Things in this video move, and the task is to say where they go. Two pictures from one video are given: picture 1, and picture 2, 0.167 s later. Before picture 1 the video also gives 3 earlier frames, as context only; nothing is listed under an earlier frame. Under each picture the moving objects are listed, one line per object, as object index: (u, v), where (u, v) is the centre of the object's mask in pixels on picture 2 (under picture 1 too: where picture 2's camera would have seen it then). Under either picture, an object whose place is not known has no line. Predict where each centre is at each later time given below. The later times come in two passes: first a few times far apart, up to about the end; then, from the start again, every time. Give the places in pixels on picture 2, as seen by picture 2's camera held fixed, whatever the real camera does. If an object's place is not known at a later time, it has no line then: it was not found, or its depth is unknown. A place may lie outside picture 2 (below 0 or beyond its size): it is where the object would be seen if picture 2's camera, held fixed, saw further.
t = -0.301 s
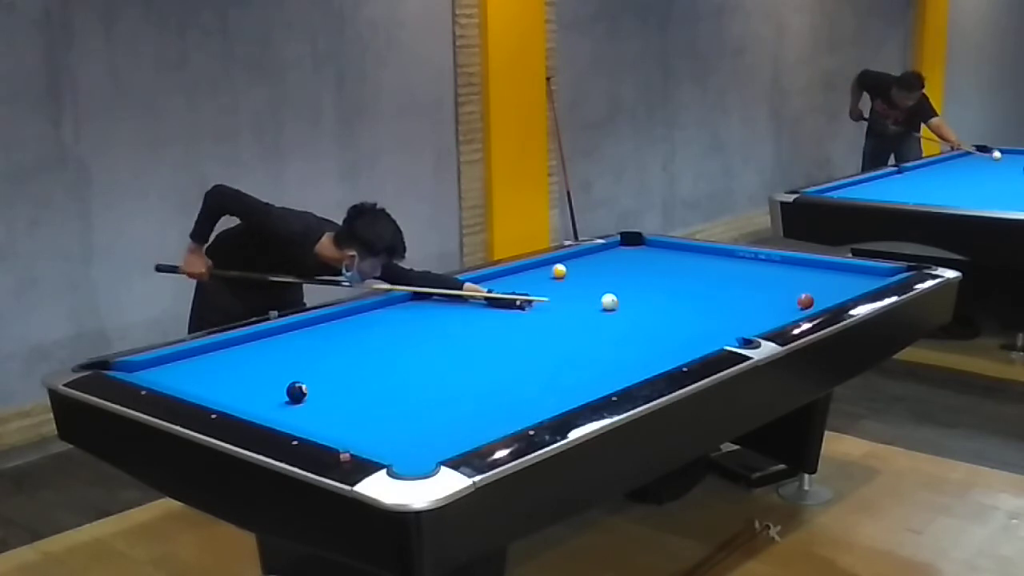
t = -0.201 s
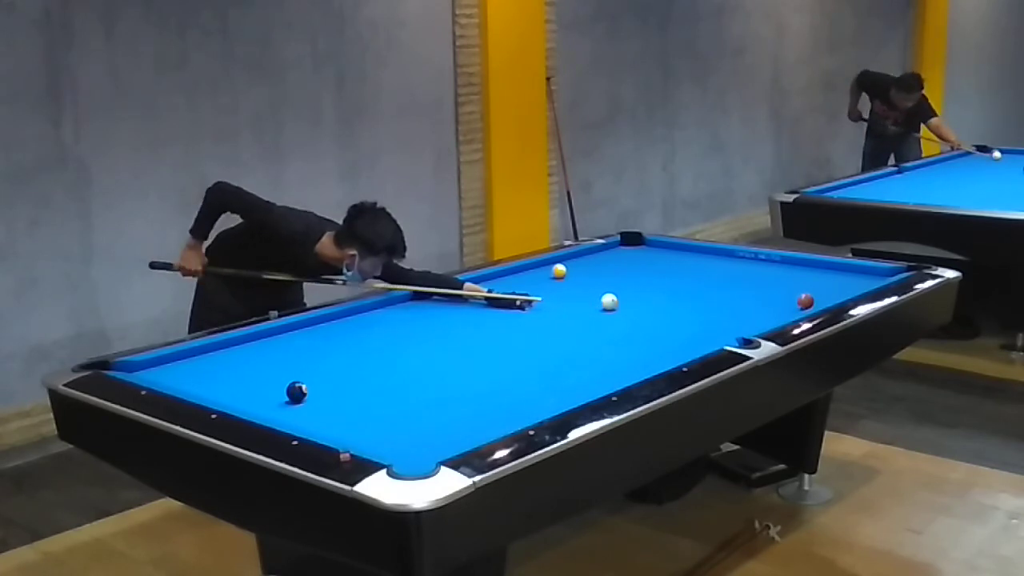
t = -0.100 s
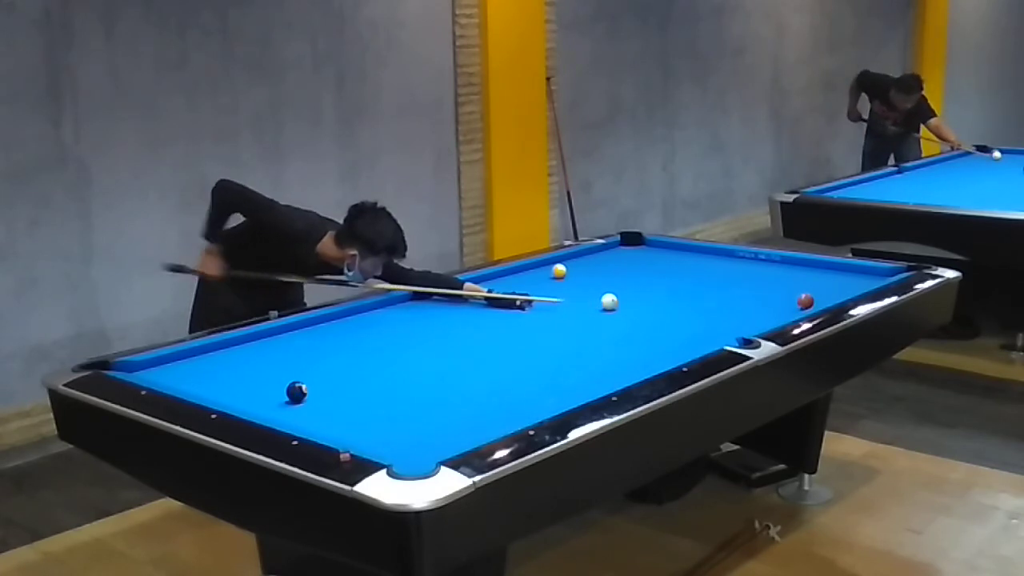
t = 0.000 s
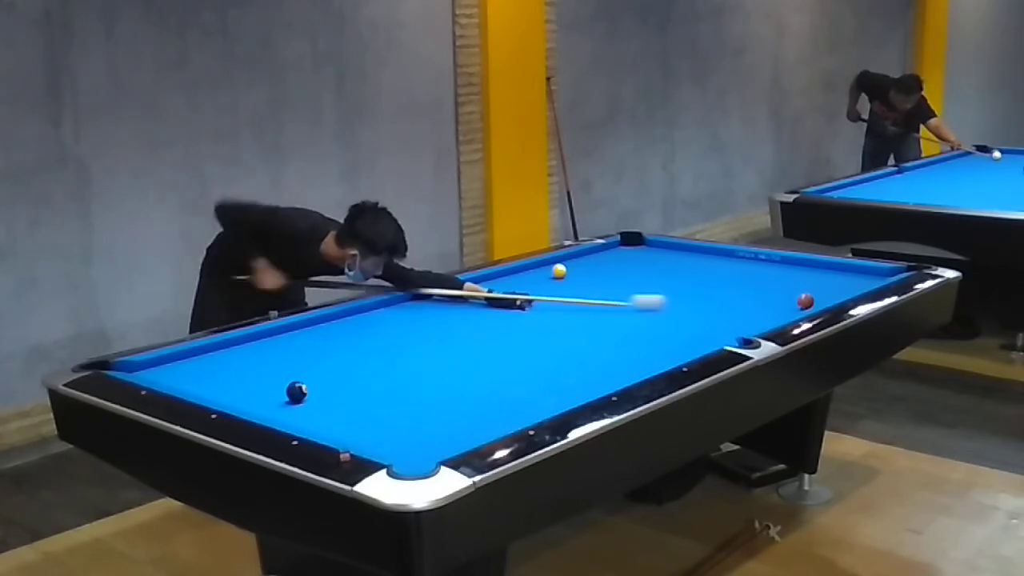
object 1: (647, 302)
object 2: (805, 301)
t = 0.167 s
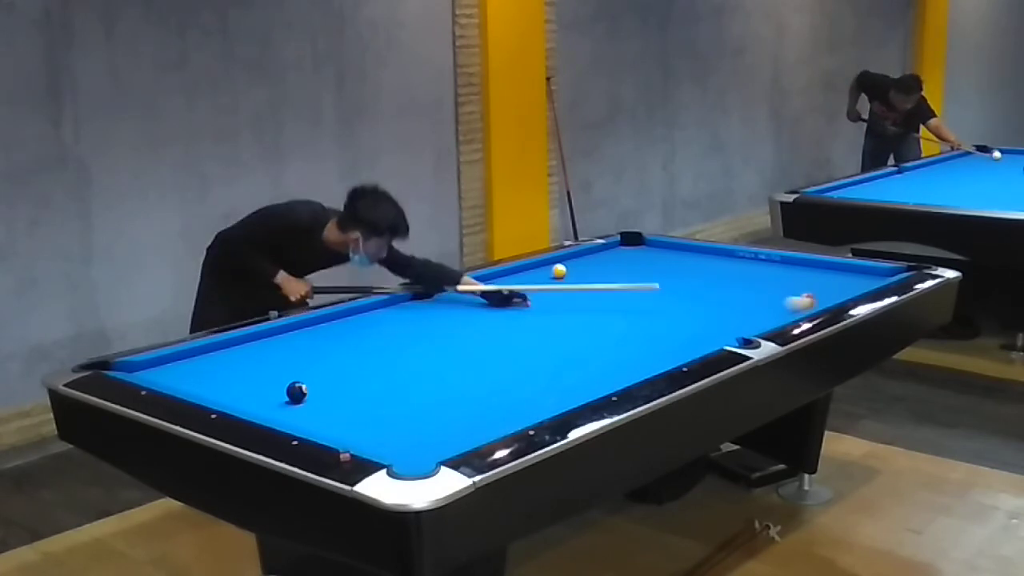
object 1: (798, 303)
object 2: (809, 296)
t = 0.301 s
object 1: (756, 302)
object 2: (828, 292)
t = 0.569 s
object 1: (655, 296)
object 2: (859, 279)
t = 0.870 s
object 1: (554, 289)
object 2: (872, 274)
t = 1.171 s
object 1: (463, 283)
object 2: (856, 280)
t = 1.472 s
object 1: (493, 291)
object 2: (840, 286)
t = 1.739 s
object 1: (518, 298)
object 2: (826, 292)
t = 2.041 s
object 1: (547, 305)
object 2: (811, 298)
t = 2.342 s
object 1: (575, 312)
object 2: (796, 304)
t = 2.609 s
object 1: (602, 319)
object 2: (783, 309)
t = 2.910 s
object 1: (631, 327)
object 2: (768, 314)
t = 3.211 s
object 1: (660, 334)
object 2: (754, 319)
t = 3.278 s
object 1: (667, 336)
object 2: (750, 320)
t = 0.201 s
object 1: (804, 304)
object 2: (814, 295)
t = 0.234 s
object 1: (787, 304)
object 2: (818, 296)
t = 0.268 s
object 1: (771, 303)
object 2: (823, 294)
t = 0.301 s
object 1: (756, 302)
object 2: (828, 292)
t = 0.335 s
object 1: (742, 301)
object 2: (832, 290)
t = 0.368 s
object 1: (728, 300)
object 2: (836, 289)
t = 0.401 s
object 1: (715, 299)
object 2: (840, 287)
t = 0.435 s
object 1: (703, 299)
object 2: (844, 285)
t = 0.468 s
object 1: (691, 298)
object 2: (848, 284)
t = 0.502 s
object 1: (679, 297)
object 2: (852, 282)
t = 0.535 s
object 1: (667, 296)
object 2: (855, 280)
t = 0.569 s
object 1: (655, 296)
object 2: (859, 279)
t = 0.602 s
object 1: (643, 295)
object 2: (862, 278)
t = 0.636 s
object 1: (631, 294)
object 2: (866, 276)
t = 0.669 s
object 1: (621, 293)
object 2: (869, 275)
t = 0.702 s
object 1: (609, 293)
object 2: (874, 273)
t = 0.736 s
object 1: (598, 292)
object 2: (877, 272)
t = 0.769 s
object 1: (587, 291)
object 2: (878, 272)
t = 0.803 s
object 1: (576, 290)
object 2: (876, 273)
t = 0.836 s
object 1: (565, 290)
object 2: (874, 273)
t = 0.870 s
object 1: (554, 289)
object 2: (872, 274)
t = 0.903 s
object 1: (543, 288)
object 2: (870, 275)
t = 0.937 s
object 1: (533, 288)
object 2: (868, 275)
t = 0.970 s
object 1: (522, 287)
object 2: (866, 276)
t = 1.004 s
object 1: (512, 287)
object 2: (865, 276)
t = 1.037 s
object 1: (502, 286)
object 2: (863, 277)
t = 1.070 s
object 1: (491, 285)
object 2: (861, 278)
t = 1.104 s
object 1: (482, 284)
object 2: (859, 279)
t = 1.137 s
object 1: (471, 284)
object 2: (857, 279)
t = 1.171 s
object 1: (463, 283)
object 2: (856, 280)
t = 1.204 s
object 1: (466, 284)
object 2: (854, 281)
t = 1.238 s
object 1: (470, 285)
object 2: (852, 282)
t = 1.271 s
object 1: (475, 286)
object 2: (851, 282)
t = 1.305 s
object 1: (478, 287)
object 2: (849, 283)
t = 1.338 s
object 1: (481, 288)
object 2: (847, 284)
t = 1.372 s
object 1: (484, 289)
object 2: (845, 284)
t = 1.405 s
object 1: (487, 290)
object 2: (844, 285)
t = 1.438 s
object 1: (490, 290)
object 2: (842, 286)
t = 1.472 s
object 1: (493, 291)
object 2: (840, 286)
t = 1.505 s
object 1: (496, 292)
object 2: (838, 287)
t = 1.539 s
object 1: (499, 293)
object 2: (836, 288)
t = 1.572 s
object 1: (503, 294)
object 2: (835, 289)
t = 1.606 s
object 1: (506, 295)
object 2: (833, 290)
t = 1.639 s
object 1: (509, 295)
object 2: (832, 290)
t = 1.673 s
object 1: (512, 296)
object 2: (830, 291)
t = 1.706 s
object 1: (515, 297)
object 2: (828, 291)
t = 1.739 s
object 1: (518, 298)
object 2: (826, 292)
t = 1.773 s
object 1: (521, 299)
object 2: (825, 293)
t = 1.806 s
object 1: (524, 299)
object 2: (823, 294)
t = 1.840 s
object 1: (527, 300)
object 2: (821, 294)
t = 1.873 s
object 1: (531, 301)
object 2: (819, 295)
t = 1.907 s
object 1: (534, 302)
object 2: (818, 296)
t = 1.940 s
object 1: (537, 303)
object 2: (816, 296)
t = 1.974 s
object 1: (540, 303)
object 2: (814, 296)
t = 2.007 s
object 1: (543, 304)
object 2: (812, 297)
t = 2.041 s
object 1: (547, 305)
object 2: (811, 298)
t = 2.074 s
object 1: (550, 306)
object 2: (809, 299)
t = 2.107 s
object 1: (553, 307)
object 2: (808, 299)
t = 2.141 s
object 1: (556, 307)
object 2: (806, 300)
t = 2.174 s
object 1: (559, 308)
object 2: (804, 300)
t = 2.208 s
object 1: (562, 309)
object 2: (802, 301)
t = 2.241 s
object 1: (566, 310)
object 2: (801, 302)
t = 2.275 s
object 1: (569, 311)
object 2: (799, 303)
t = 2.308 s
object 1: (572, 312)
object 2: (798, 303)
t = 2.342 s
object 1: (575, 312)
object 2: (796, 304)
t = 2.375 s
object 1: (579, 313)
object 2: (794, 304)
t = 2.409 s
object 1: (582, 314)
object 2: (793, 305)
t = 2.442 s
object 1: (585, 315)
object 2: (791, 305)
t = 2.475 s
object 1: (588, 316)
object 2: (789, 306)
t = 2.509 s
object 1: (592, 317)
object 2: (788, 307)
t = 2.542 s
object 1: (595, 318)
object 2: (786, 308)
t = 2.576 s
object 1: (598, 318)
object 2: (785, 308)
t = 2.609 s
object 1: (602, 319)
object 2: (783, 309)
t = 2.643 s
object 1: (605, 320)
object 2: (781, 309)
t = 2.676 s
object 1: (608, 321)
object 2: (780, 310)
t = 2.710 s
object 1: (611, 322)
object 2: (778, 310)
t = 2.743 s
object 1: (615, 323)
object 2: (776, 311)
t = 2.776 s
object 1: (618, 323)
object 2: (774, 312)
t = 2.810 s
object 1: (621, 324)
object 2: (773, 312)
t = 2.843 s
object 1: (624, 325)
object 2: (771, 313)
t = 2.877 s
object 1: (627, 326)
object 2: (770, 314)
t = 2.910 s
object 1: (631, 327)
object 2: (768, 314)
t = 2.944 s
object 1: (634, 328)
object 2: (766, 315)
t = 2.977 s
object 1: (637, 328)
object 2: (764, 315)
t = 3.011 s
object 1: (641, 329)
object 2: (763, 315)
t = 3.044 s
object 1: (644, 330)
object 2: (762, 316)
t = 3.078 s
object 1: (647, 331)
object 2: (760, 316)
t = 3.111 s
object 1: (650, 332)
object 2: (758, 317)
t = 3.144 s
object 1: (654, 333)
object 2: (756, 318)
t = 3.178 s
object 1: (657, 334)
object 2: (755, 318)
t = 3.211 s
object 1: (660, 334)
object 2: (754, 319)
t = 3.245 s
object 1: (664, 335)
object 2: (752, 320)
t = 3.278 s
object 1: (667, 336)
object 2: (750, 320)
